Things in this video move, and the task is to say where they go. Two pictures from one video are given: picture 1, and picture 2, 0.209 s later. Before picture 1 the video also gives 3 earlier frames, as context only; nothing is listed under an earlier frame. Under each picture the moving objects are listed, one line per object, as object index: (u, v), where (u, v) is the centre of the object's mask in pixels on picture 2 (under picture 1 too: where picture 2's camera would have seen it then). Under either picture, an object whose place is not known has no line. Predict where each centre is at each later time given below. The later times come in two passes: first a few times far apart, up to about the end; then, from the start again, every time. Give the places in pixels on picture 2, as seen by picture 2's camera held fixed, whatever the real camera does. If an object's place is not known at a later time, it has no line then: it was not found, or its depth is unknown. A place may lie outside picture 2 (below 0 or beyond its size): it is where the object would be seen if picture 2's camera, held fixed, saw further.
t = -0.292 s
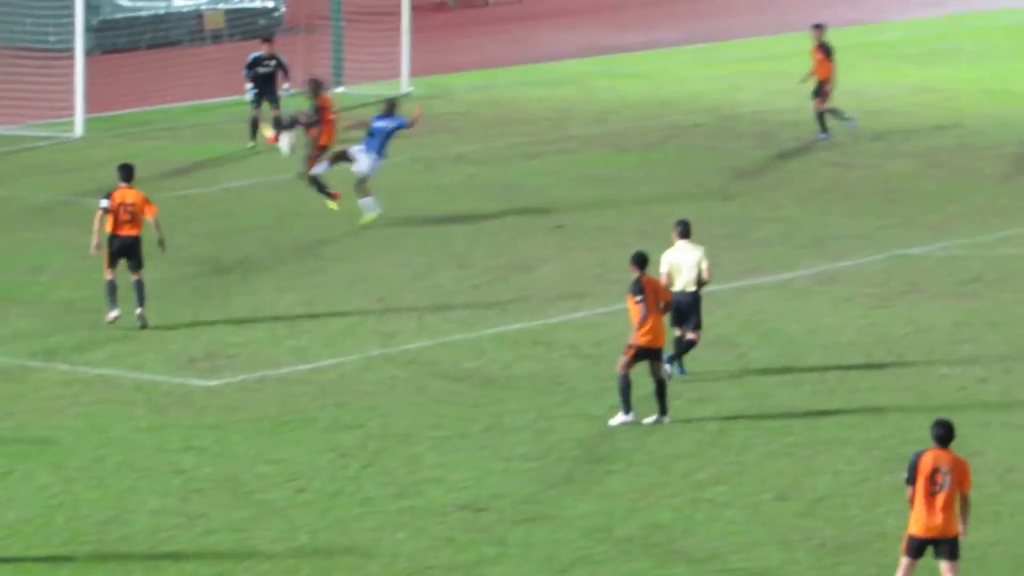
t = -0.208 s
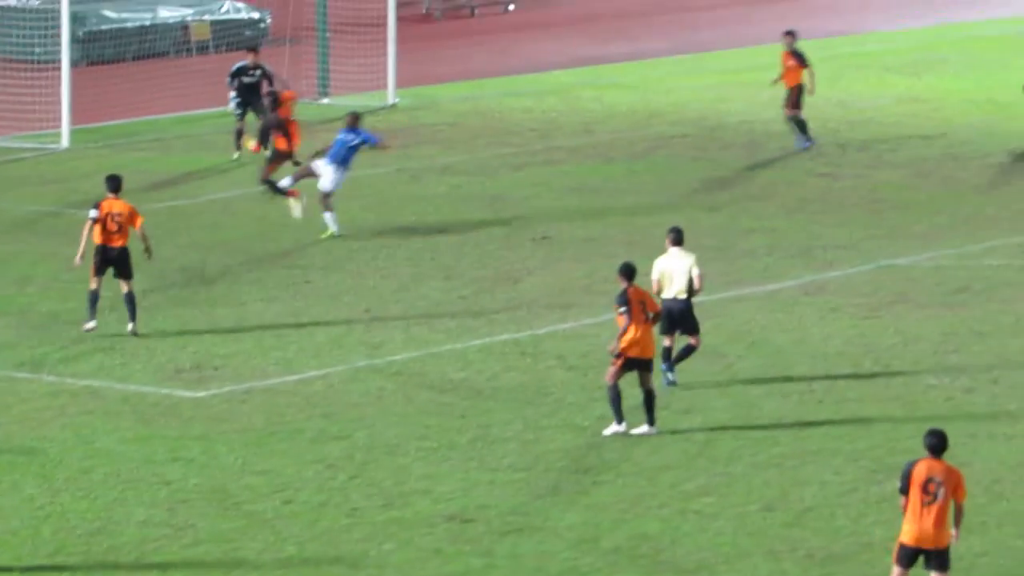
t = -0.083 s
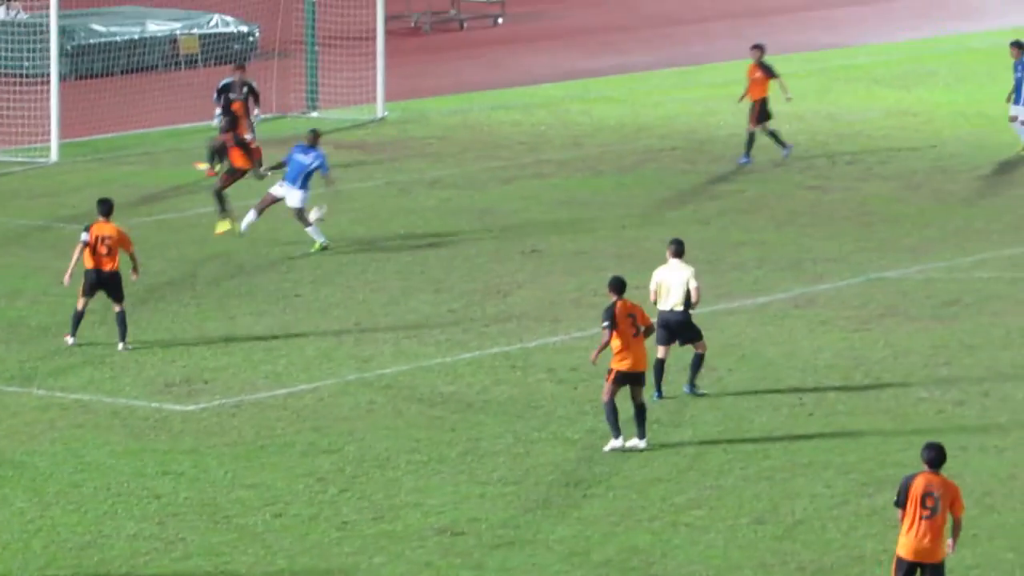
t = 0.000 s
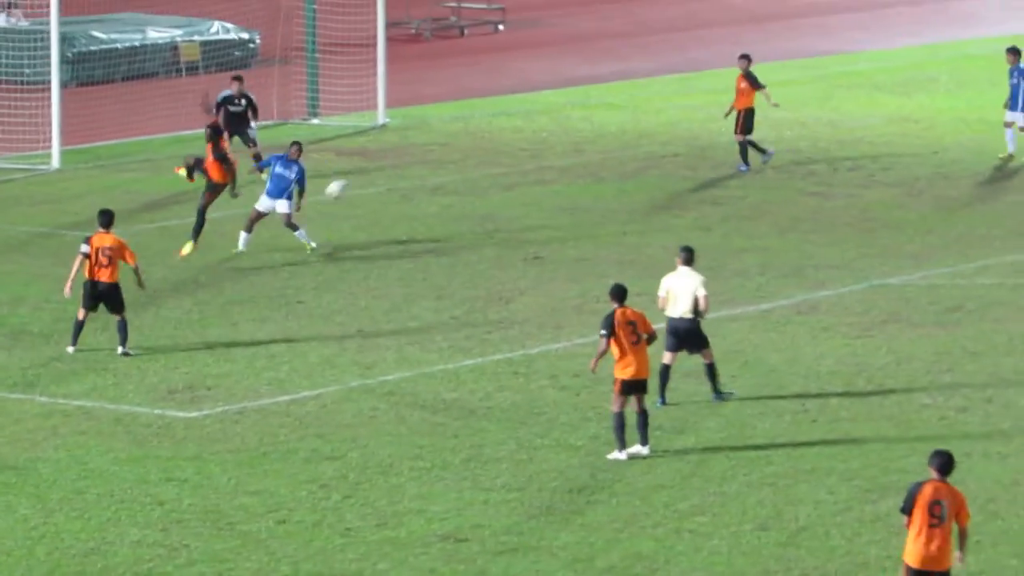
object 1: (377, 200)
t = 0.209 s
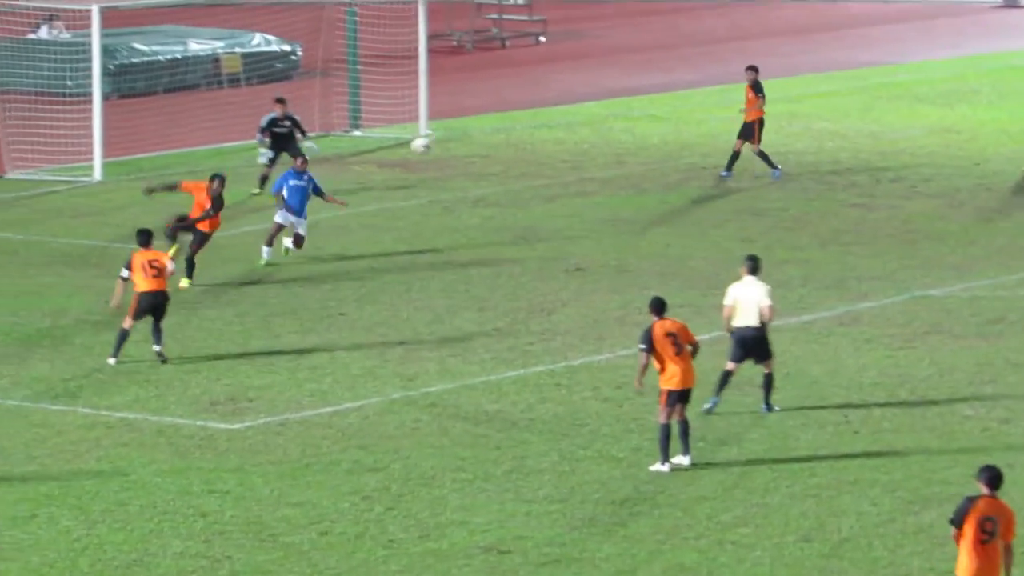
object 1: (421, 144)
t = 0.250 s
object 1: (432, 137)
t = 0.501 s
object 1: (486, 124)
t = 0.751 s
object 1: (539, 161)
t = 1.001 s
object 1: (592, 252)
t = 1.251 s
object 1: (642, 254)
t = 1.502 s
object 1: (689, 217)
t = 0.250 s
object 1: (432, 137)
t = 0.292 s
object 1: (440, 131)
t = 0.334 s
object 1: (449, 127)
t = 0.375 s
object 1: (458, 124)
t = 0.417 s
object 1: (467, 122)
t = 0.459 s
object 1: (476, 123)
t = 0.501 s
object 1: (486, 124)
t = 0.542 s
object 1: (495, 126)
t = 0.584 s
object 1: (504, 131)
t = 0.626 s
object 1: (512, 136)
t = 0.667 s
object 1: (522, 143)
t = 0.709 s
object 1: (531, 152)
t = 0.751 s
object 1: (539, 161)
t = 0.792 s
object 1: (549, 173)
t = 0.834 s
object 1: (558, 186)
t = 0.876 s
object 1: (567, 201)
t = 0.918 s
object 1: (575, 216)
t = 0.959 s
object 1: (585, 234)
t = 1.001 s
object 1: (592, 252)
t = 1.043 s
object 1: (601, 272)
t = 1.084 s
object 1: (611, 295)
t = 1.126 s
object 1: (619, 292)
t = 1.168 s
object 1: (627, 278)
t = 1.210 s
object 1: (635, 265)
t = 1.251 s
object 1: (642, 254)
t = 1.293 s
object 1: (650, 244)
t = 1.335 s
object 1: (658, 236)
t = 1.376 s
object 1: (666, 229)
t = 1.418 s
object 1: (673, 223)
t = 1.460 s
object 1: (681, 219)
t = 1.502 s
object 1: (689, 217)
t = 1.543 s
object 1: (696, 215)
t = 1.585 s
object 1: (704, 215)
